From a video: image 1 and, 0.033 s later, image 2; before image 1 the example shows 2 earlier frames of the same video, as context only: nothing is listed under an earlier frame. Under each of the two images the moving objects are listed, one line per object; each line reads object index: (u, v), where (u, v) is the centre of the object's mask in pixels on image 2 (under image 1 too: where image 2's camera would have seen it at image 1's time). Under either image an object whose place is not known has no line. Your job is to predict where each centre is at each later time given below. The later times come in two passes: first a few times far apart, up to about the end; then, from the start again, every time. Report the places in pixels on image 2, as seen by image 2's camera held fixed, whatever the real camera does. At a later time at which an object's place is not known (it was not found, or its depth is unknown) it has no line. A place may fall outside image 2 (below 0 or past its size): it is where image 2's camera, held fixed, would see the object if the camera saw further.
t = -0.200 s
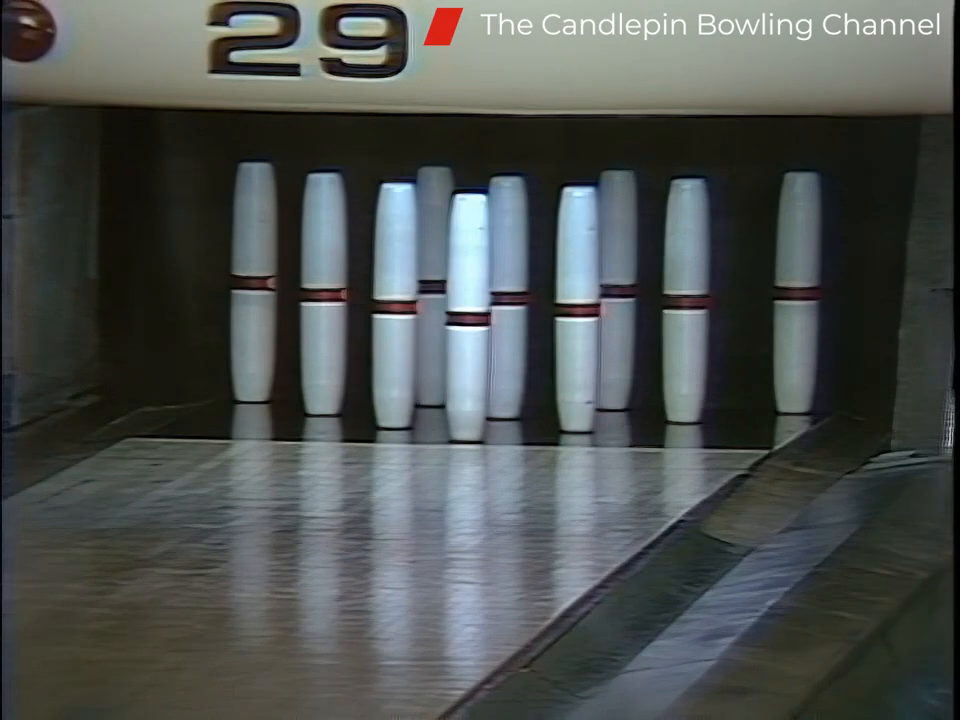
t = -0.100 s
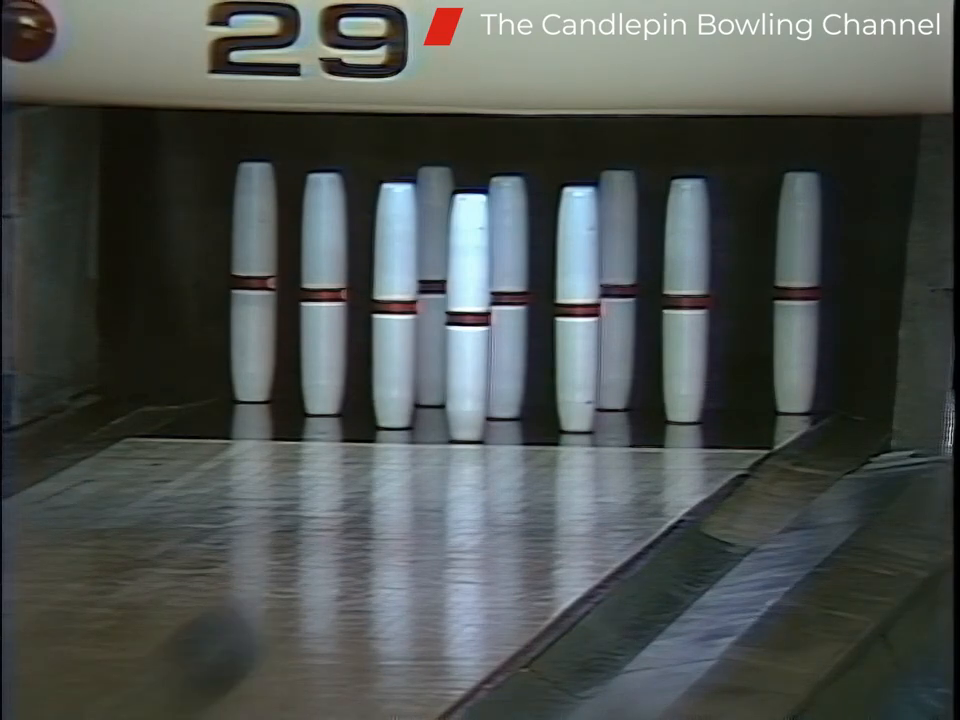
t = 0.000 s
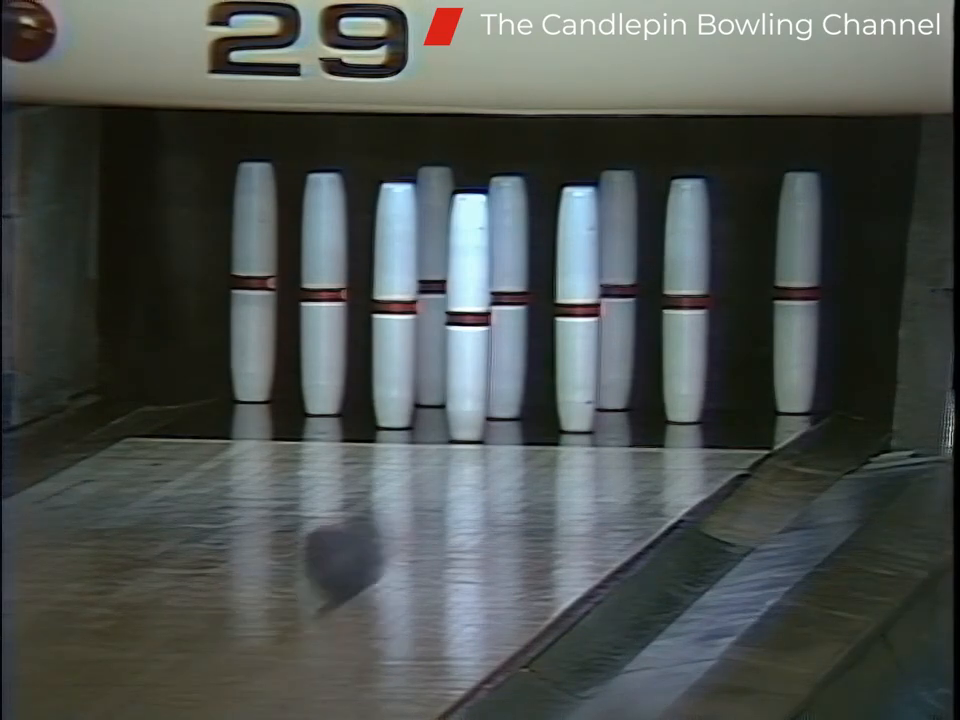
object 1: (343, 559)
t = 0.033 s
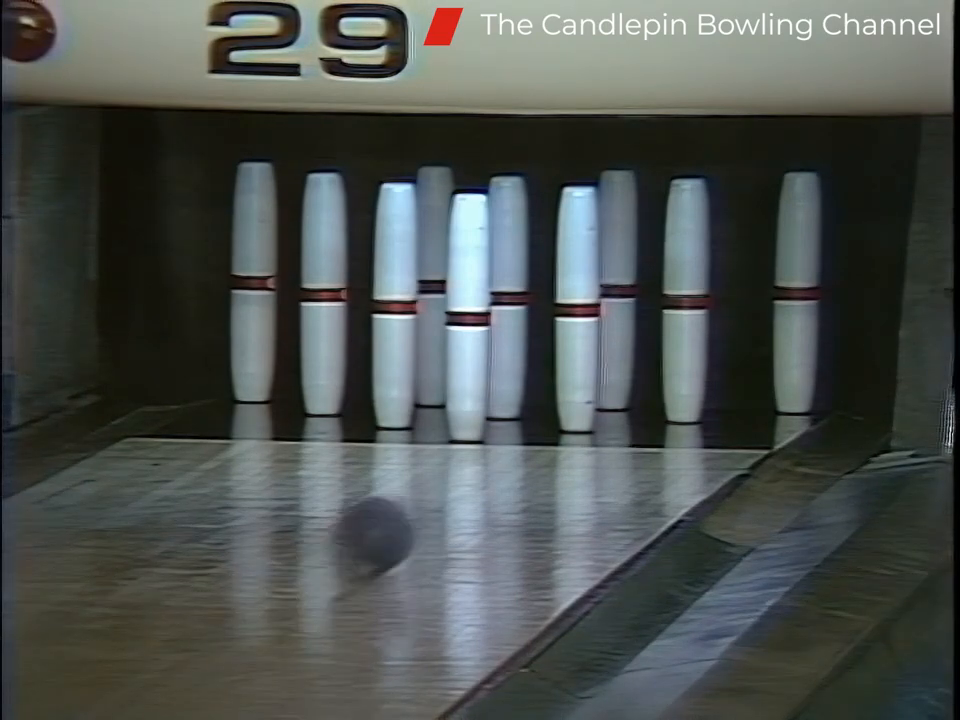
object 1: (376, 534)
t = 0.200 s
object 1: (541, 416)
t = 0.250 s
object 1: (571, 393)
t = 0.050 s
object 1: (396, 519)
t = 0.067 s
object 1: (415, 508)
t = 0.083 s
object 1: (431, 495)
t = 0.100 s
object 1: (449, 482)
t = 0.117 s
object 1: (466, 470)
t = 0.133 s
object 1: (482, 461)
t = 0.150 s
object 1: (498, 446)
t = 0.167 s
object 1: (512, 437)
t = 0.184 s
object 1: (531, 423)
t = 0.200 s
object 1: (541, 416)
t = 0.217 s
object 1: (552, 408)
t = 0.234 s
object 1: (558, 405)
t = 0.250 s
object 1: (571, 393)
